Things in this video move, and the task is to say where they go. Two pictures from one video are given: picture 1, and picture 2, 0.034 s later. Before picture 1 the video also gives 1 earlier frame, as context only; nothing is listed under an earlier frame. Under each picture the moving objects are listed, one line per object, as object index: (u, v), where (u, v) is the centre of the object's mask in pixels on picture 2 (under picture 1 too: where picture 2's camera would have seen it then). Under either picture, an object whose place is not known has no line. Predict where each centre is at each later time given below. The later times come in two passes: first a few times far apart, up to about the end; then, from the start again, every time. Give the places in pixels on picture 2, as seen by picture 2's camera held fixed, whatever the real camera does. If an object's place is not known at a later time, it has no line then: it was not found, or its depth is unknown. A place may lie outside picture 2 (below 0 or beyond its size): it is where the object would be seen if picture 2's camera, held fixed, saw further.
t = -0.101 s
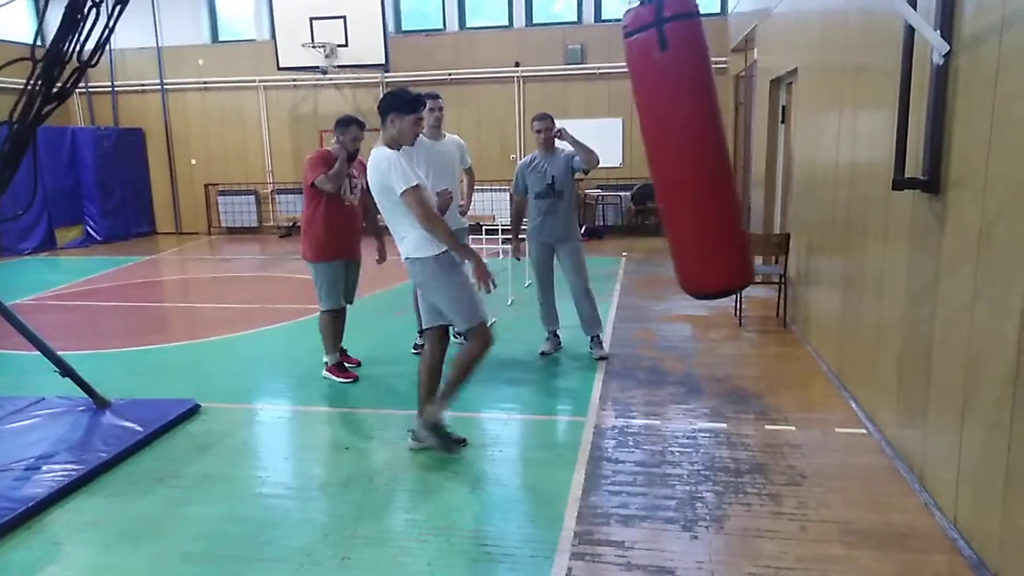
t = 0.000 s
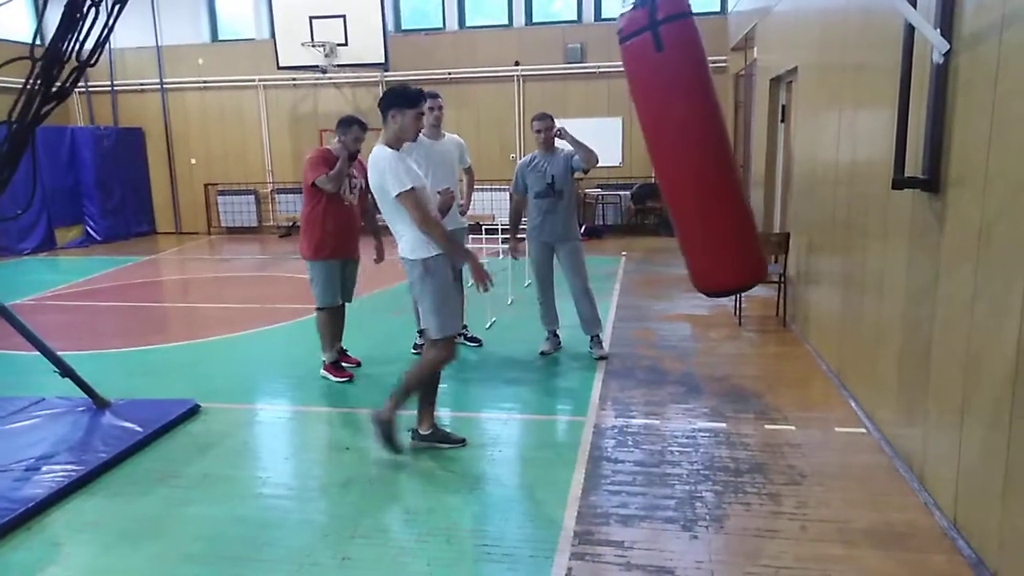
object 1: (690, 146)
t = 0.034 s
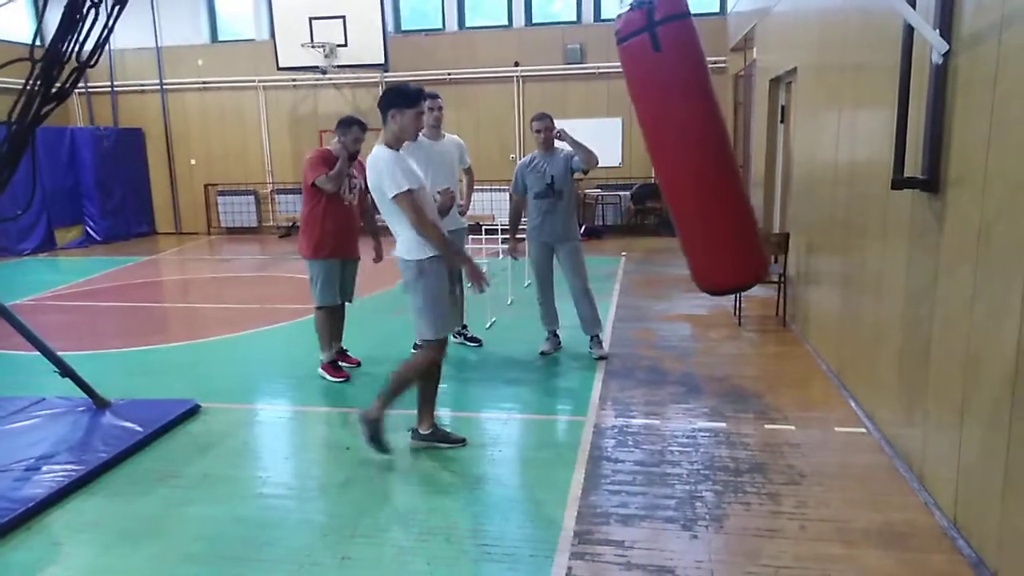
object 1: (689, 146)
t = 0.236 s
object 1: (688, 147)
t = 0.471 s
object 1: (664, 150)
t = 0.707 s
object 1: (633, 152)
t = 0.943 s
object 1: (605, 149)
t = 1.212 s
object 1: (590, 147)
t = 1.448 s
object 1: (599, 149)
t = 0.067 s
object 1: (690, 145)
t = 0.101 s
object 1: (690, 145)
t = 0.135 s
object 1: (690, 146)
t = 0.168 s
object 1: (690, 147)
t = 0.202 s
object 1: (690, 147)
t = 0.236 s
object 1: (688, 147)
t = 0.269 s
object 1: (686, 147)
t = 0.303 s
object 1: (684, 148)
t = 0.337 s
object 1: (681, 149)
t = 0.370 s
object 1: (676, 150)
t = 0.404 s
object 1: (673, 150)
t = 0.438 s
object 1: (669, 150)
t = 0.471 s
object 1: (664, 150)
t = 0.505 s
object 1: (660, 150)
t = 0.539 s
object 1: (656, 151)
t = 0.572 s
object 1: (652, 150)
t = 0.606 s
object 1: (648, 151)
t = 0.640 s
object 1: (643, 151)
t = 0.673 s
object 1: (638, 151)
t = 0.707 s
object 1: (633, 152)
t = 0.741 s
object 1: (628, 152)
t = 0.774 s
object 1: (624, 151)
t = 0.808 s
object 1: (620, 152)
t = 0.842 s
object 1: (616, 151)
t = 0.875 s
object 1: (611, 150)
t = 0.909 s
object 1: (607, 149)
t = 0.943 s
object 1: (605, 149)
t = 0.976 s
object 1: (601, 150)
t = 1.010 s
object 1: (599, 149)
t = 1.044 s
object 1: (596, 149)
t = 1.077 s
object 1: (593, 149)
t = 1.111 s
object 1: (592, 148)
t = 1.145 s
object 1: (591, 148)
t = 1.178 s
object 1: (590, 147)
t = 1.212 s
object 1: (590, 147)
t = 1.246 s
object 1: (589, 148)
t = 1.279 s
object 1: (589, 147)
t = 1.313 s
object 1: (590, 148)
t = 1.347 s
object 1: (592, 148)
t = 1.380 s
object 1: (594, 148)
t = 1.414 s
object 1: (597, 148)
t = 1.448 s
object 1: (599, 149)
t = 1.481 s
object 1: (603, 148)
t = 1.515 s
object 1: (606, 149)
